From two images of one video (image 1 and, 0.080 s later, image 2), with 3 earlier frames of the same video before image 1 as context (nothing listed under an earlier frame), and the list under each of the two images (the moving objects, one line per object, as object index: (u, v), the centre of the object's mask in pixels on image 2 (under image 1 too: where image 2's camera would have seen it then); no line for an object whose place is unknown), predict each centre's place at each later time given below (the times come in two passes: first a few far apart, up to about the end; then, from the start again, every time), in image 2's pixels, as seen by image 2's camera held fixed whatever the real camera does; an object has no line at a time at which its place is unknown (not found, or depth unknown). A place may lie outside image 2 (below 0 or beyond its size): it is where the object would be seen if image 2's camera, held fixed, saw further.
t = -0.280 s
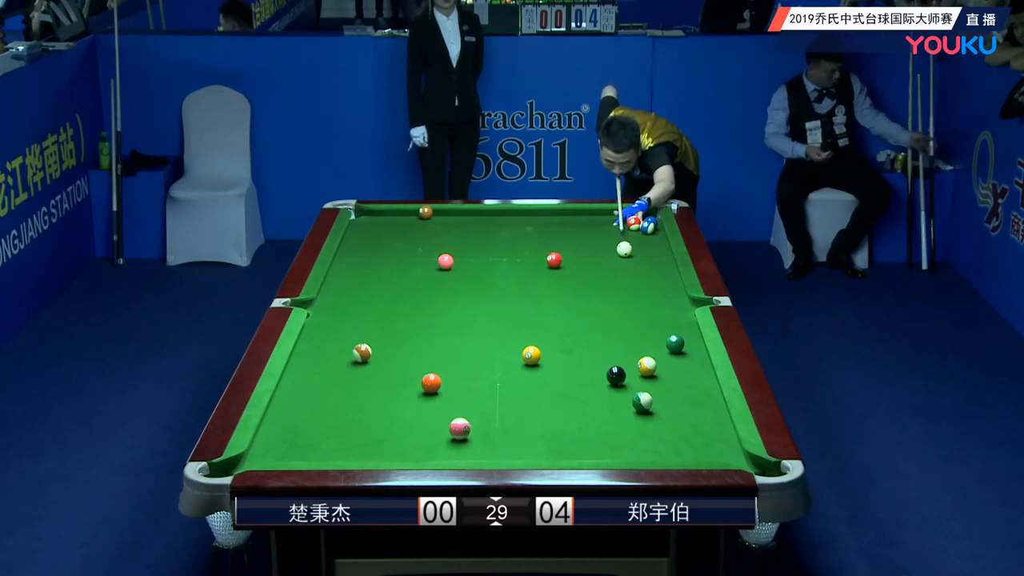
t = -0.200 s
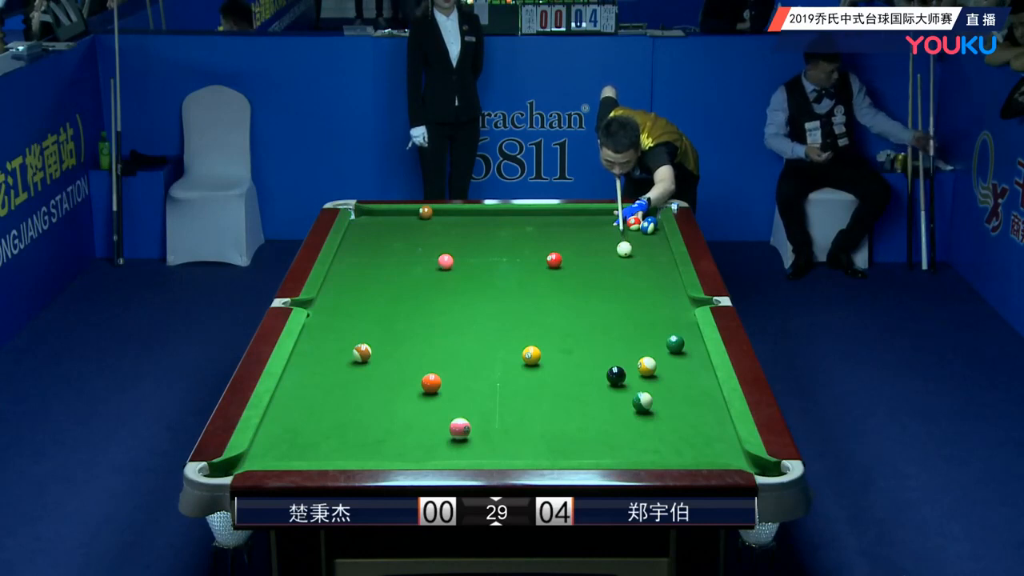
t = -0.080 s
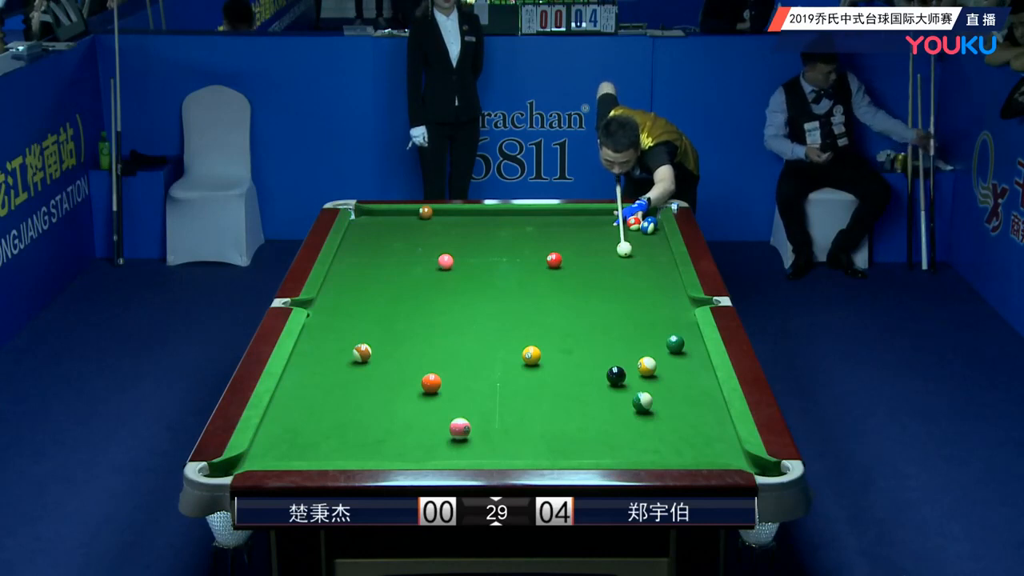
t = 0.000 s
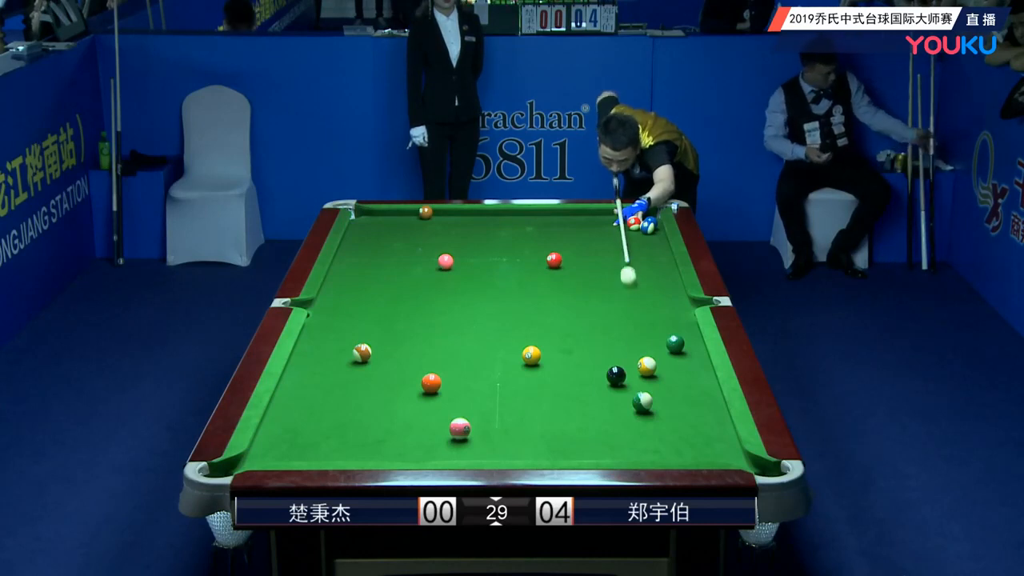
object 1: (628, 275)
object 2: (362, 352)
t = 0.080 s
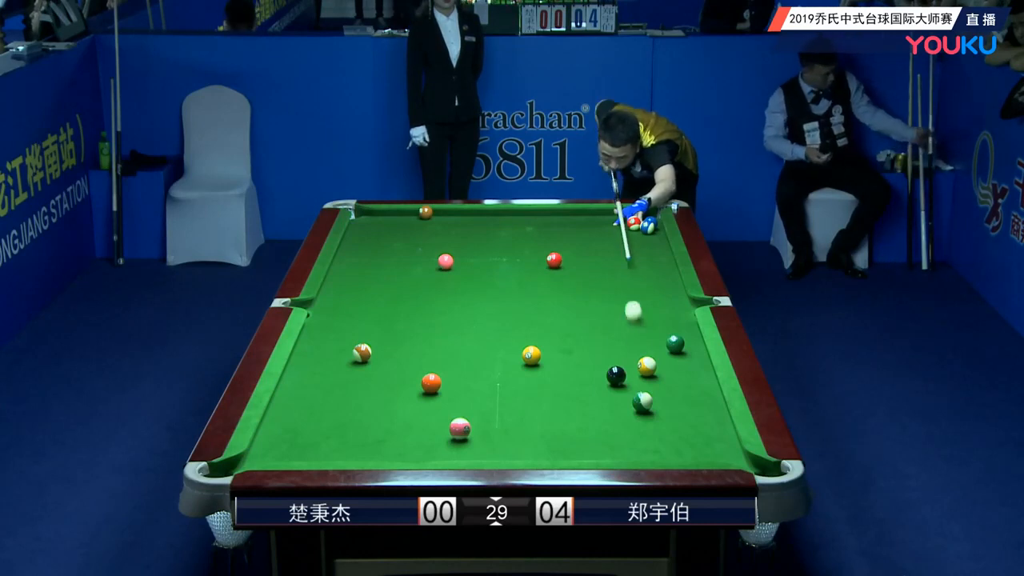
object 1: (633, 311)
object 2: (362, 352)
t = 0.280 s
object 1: (603, 363)
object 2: (362, 352)
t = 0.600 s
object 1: (515, 362)
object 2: (362, 352)
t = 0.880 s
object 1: (447, 357)
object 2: (362, 352)
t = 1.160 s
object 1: (384, 353)
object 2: (362, 352)
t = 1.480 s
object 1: (367, 348)
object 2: (314, 353)
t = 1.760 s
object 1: (355, 344)
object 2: (315, 353)
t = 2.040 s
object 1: (345, 340)
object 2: (337, 354)
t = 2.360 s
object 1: (335, 339)
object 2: (359, 354)
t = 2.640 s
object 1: (328, 338)
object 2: (376, 354)
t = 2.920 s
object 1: (323, 337)
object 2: (389, 355)
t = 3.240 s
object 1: (320, 336)
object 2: (401, 355)
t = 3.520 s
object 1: (320, 336)
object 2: (408, 356)
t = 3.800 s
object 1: (320, 336)
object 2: (413, 356)
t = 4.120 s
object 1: (321, 336)
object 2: (415, 356)
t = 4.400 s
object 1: (321, 336)
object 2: (415, 356)
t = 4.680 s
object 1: (321, 336)
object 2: (415, 356)
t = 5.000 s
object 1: (321, 336)
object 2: (415, 356)
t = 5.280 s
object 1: (321, 336)
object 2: (415, 356)
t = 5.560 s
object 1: (321, 336)
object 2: (415, 356)
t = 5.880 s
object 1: (321, 336)
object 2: (415, 356)
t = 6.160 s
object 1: (321, 336)
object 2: (415, 356)
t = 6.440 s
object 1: (321, 336)
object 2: (415, 356)
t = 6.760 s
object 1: (321, 336)
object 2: (415, 356)
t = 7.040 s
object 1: (321, 336)
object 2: (415, 356)
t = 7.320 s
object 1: (321, 336)
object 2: (415, 356)
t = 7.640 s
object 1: (321, 336)
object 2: (415, 356)
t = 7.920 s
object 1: (321, 336)
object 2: (415, 356)
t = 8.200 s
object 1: (321, 336)
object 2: (415, 356)
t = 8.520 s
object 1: (321, 336)
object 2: (415, 356)
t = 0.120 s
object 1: (636, 330)
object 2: (362, 352)
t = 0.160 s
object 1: (638, 349)
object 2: (362, 352)
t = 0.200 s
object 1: (631, 361)
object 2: (362, 352)
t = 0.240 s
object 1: (617, 360)
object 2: (362, 352)
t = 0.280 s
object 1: (603, 363)
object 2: (362, 352)
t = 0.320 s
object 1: (590, 364)
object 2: (362, 352)
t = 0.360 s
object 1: (578, 365)
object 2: (362, 352)
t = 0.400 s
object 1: (567, 365)
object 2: (362, 352)
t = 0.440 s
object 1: (556, 364)
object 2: (362, 352)
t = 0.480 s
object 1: (545, 364)
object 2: (362, 352)
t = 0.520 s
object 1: (535, 363)
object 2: (362, 352)
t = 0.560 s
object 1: (525, 362)
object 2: (362, 352)
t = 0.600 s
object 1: (515, 362)
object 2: (362, 352)
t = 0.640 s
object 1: (505, 361)
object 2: (362, 352)
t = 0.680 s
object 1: (496, 360)
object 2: (362, 352)
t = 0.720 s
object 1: (486, 359)
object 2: (362, 352)
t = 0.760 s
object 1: (476, 359)
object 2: (362, 352)
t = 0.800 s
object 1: (467, 359)
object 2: (362, 352)
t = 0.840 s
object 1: (457, 358)
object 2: (362, 352)
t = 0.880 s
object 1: (447, 357)
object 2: (362, 352)
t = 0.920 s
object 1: (438, 356)
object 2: (362, 352)
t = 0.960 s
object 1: (429, 356)
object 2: (362, 352)
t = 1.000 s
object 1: (420, 355)
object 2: (362, 352)
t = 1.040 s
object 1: (411, 355)
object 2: (362, 352)
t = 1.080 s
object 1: (402, 354)
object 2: (362, 352)
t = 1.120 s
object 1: (393, 353)
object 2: (362, 352)
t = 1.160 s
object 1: (384, 353)
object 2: (362, 352)
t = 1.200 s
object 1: (380, 352)
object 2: (357, 352)
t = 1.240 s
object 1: (379, 351)
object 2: (349, 353)
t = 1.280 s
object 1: (377, 351)
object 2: (343, 352)
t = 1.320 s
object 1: (375, 350)
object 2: (336, 353)
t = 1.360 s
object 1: (373, 349)
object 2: (331, 353)
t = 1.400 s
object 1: (371, 349)
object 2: (325, 353)
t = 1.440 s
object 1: (369, 348)
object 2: (320, 353)
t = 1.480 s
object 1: (367, 348)
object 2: (314, 353)
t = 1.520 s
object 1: (366, 347)
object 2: (308, 353)
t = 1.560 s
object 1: (364, 347)
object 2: (303, 353)
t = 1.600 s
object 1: (362, 346)
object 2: (300, 353)
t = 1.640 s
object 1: (360, 346)
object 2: (304, 353)
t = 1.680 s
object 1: (359, 345)
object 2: (308, 353)
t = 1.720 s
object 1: (357, 345)
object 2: (311, 353)
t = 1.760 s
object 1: (355, 344)
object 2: (315, 353)
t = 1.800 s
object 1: (354, 344)
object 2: (319, 354)
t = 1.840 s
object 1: (352, 343)
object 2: (322, 354)
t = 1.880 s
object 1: (351, 343)
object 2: (325, 354)
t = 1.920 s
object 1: (349, 343)
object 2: (328, 354)
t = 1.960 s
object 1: (347, 343)
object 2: (331, 354)
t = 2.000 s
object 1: (347, 342)
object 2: (334, 354)
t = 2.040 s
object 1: (345, 340)
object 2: (337, 354)
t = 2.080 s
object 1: (344, 339)
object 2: (340, 354)
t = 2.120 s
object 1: (342, 339)
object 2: (343, 354)
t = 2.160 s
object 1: (341, 339)
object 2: (346, 354)
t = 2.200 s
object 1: (339, 340)
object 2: (349, 354)
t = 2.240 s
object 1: (338, 340)
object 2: (351, 354)
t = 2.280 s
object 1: (338, 340)
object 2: (354, 354)
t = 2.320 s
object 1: (336, 339)
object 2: (357, 354)
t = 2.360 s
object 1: (335, 339)
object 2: (359, 354)
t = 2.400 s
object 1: (334, 339)
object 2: (362, 354)
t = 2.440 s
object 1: (333, 339)
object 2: (364, 354)
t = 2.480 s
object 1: (332, 339)
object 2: (366, 354)
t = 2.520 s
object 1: (331, 338)
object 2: (369, 354)
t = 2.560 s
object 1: (330, 338)
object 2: (371, 354)
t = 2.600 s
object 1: (329, 338)
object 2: (374, 354)
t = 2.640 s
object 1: (328, 338)
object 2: (376, 354)
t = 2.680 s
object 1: (327, 337)
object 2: (378, 354)
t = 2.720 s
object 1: (327, 337)
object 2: (380, 355)
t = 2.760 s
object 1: (326, 337)
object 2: (381, 355)
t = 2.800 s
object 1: (325, 337)
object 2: (384, 355)
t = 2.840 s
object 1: (324, 337)
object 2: (385, 355)
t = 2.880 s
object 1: (324, 337)
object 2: (387, 355)
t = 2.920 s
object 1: (323, 337)
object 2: (389, 355)
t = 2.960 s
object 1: (323, 337)
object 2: (390, 355)
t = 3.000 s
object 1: (322, 336)
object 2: (392, 355)
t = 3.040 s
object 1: (322, 336)
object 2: (394, 355)
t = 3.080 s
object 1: (321, 336)
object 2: (395, 355)
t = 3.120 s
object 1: (321, 336)
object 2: (396, 355)
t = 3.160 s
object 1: (320, 336)
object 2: (398, 355)
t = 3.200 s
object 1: (320, 336)
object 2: (399, 355)
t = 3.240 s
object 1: (320, 336)
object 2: (401, 355)
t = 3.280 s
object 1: (320, 336)
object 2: (402, 356)
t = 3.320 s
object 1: (320, 336)
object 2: (403, 355)
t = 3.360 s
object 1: (320, 336)
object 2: (404, 356)
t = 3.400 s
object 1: (320, 336)
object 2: (405, 355)
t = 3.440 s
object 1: (320, 336)
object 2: (406, 355)
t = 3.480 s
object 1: (320, 336)
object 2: (407, 356)
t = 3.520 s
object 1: (320, 336)
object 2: (408, 356)
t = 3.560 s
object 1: (320, 336)
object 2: (409, 356)
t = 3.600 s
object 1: (320, 336)
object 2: (410, 356)
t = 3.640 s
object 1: (320, 336)
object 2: (410, 356)
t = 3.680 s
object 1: (320, 336)
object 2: (411, 356)
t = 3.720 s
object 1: (321, 336)
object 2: (412, 356)
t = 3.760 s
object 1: (320, 336)
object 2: (412, 356)
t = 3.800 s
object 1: (320, 336)
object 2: (413, 356)
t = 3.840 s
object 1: (320, 336)
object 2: (413, 356)
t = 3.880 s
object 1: (321, 336)
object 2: (414, 356)
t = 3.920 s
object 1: (321, 336)
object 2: (414, 356)
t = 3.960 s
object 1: (321, 336)
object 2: (414, 356)
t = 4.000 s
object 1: (321, 336)
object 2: (415, 356)
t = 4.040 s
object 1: (321, 336)
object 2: (415, 356)
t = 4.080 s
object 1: (321, 336)
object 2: (415, 356)
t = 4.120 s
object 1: (321, 336)
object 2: (415, 356)
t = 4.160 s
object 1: (321, 336)
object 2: (415, 356)
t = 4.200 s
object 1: (321, 336)
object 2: (415, 356)
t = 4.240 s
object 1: (321, 336)
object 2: (415, 356)
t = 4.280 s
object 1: (321, 336)
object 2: (415, 356)
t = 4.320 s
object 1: (321, 336)
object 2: (415, 356)
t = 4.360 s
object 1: (321, 336)
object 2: (415, 356)
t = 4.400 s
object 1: (321, 336)
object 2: (415, 356)
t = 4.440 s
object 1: (321, 336)
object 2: (415, 356)
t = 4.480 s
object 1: (321, 336)
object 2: (415, 356)
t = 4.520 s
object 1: (321, 336)
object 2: (415, 356)
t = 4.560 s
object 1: (321, 336)
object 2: (415, 356)
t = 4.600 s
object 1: (321, 336)
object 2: (415, 356)
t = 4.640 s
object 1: (321, 336)
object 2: (415, 356)
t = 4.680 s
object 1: (321, 336)
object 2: (415, 356)
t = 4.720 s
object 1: (321, 336)
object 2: (415, 356)
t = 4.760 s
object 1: (321, 336)
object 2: (415, 356)
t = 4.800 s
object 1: (321, 336)
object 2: (415, 356)
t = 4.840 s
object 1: (321, 336)
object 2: (415, 356)
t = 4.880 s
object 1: (321, 336)
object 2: (415, 356)
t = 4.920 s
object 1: (321, 336)
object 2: (415, 356)
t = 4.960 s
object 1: (321, 336)
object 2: (415, 356)
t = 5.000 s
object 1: (321, 336)
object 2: (415, 356)
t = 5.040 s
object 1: (321, 336)
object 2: (415, 356)
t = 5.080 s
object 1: (321, 336)
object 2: (415, 356)
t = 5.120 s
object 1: (321, 336)
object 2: (415, 356)
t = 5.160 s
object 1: (321, 336)
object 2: (415, 356)
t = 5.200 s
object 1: (321, 336)
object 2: (415, 356)
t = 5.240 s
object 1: (321, 336)
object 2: (415, 356)
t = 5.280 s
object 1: (321, 336)
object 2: (415, 356)
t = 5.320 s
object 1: (321, 336)
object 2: (415, 356)
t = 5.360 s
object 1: (321, 336)
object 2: (415, 356)
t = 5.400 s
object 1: (321, 336)
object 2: (415, 356)
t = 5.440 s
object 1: (321, 336)
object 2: (415, 356)
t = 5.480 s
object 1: (321, 336)
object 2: (415, 356)
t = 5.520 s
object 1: (321, 336)
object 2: (415, 356)
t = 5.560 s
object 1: (321, 336)
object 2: (415, 356)
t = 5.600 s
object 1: (321, 336)
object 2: (415, 356)
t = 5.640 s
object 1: (321, 336)
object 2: (415, 356)
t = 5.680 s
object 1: (321, 336)
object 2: (415, 356)
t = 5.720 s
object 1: (321, 336)
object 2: (415, 356)
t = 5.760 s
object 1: (321, 336)
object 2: (415, 356)
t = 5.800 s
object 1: (321, 336)
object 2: (415, 356)
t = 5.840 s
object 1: (321, 336)
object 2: (415, 356)
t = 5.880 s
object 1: (321, 336)
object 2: (415, 356)
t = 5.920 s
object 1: (321, 336)
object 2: (415, 356)
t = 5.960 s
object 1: (321, 336)
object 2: (415, 356)
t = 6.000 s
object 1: (321, 336)
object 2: (415, 356)
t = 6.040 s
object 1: (321, 336)
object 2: (415, 356)
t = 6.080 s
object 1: (321, 336)
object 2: (415, 356)
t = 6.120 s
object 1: (321, 336)
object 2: (415, 356)
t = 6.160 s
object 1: (321, 336)
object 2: (415, 356)
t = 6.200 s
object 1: (321, 336)
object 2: (415, 356)
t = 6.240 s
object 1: (321, 336)
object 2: (415, 356)
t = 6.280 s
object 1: (321, 336)
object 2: (415, 356)
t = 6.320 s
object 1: (321, 336)
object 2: (415, 356)
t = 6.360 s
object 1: (321, 336)
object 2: (415, 356)
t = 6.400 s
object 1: (321, 336)
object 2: (415, 356)
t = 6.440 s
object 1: (321, 336)
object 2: (415, 356)
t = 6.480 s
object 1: (321, 336)
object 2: (415, 356)
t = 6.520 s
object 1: (321, 336)
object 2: (415, 356)
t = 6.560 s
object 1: (321, 336)
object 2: (415, 356)
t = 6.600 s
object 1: (321, 336)
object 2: (415, 356)
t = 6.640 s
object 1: (321, 336)
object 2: (415, 356)
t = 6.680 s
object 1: (321, 336)
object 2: (415, 356)
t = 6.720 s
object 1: (321, 336)
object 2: (415, 356)
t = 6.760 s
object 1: (321, 336)
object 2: (415, 356)
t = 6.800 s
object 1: (321, 336)
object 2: (415, 356)
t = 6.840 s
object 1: (321, 336)
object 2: (415, 356)
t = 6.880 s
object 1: (321, 336)
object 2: (415, 356)
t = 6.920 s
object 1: (321, 336)
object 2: (415, 356)
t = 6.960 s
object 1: (321, 336)
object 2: (415, 356)
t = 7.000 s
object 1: (321, 336)
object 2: (415, 356)
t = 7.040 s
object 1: (321, 336)
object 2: (415, 356)
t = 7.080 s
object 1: (321, 336)
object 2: (415, 356)
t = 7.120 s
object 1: (321, 336)
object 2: (415, 356)
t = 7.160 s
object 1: (321, 336)
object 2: (415, 356)
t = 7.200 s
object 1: (321, 336)
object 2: (415, 356)
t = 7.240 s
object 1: (321, 336)
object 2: (415, 356)
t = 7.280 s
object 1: (321, 336)
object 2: (415, 356)
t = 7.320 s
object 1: (321, 336)
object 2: (415, 356)
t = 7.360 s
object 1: (321, 336)
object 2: (415, 356)
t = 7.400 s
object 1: (321, 336)
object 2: (415, 356)
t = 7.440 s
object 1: (321, 336)
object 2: (415, 356)
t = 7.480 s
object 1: (321, 336)
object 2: (415, 356)
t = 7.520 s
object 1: (321, 336)
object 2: (415, 356)
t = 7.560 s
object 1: (321, 336)
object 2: (415, 356)
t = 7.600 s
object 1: (321, 336)
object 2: (415, 356)
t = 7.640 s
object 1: (321, 336)
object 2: (415, 356)
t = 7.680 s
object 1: (321, 336)
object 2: (415, 356)
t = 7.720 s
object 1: (321, 336)
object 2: (415, 356)
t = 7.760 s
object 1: (321, 336)
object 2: (415, 356)
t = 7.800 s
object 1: (321, 336)
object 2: (415, 356)
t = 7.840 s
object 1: (321, 336)
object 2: (415, 356)
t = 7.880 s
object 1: (321, 336)
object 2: (415, 356)
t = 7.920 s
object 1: (321, 336)
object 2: (415, 356)
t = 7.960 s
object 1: (321, 336)
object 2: (415, 356)
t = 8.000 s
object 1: (321, 336)
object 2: (415, 356)
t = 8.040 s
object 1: (321, 336)
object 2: (415, 356)
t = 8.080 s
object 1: (321, 336)
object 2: (415, 356)
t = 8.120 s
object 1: (321, 336)
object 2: (415, 356)
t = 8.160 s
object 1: (321, 336)
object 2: (415, 356)
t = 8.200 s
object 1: (321, 336)
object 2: (415, 356)
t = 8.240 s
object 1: (321, 336)
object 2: (415, 356)
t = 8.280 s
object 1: (321, 336)
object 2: (415, 356)
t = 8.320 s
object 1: (321, 336)
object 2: (415, 356)
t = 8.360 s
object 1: (321, 336)
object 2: (415, 356)
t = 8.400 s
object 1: (321, 336)
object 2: (415, 356)
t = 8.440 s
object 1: (321, 336)
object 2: (415, 356)
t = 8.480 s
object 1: (321, 336)
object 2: (415, 356)
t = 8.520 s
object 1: (321, 336)
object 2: (415, 356)
